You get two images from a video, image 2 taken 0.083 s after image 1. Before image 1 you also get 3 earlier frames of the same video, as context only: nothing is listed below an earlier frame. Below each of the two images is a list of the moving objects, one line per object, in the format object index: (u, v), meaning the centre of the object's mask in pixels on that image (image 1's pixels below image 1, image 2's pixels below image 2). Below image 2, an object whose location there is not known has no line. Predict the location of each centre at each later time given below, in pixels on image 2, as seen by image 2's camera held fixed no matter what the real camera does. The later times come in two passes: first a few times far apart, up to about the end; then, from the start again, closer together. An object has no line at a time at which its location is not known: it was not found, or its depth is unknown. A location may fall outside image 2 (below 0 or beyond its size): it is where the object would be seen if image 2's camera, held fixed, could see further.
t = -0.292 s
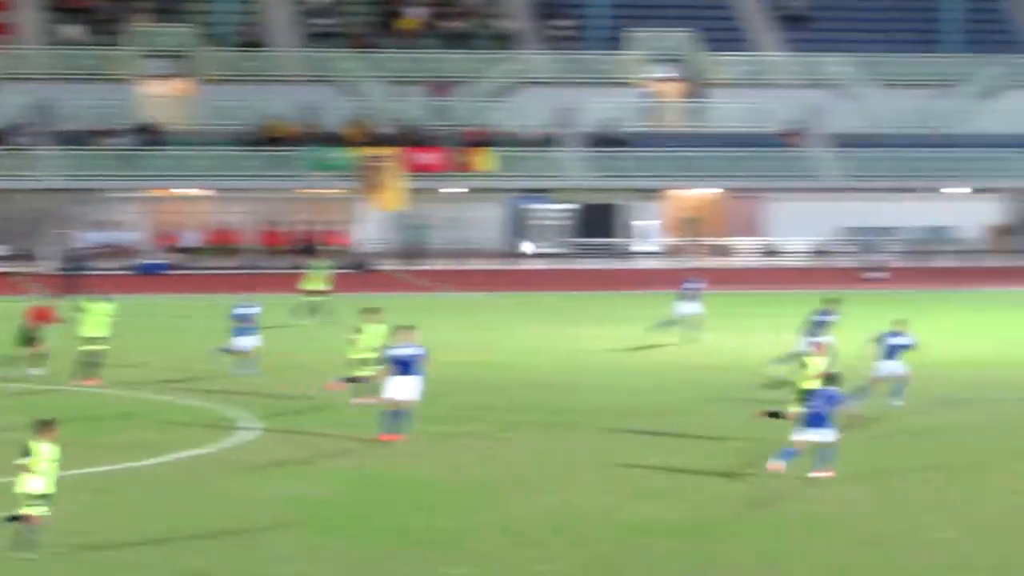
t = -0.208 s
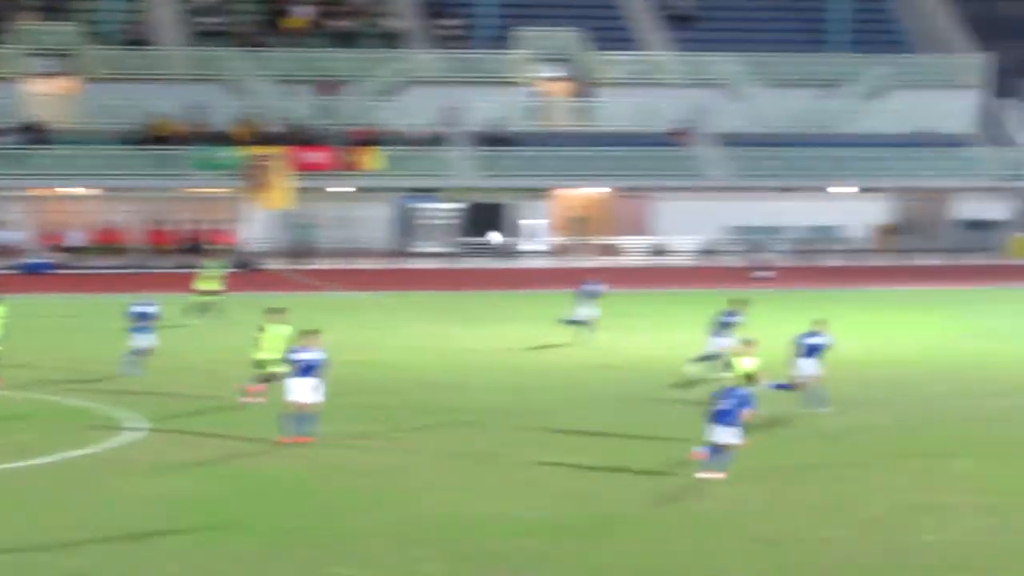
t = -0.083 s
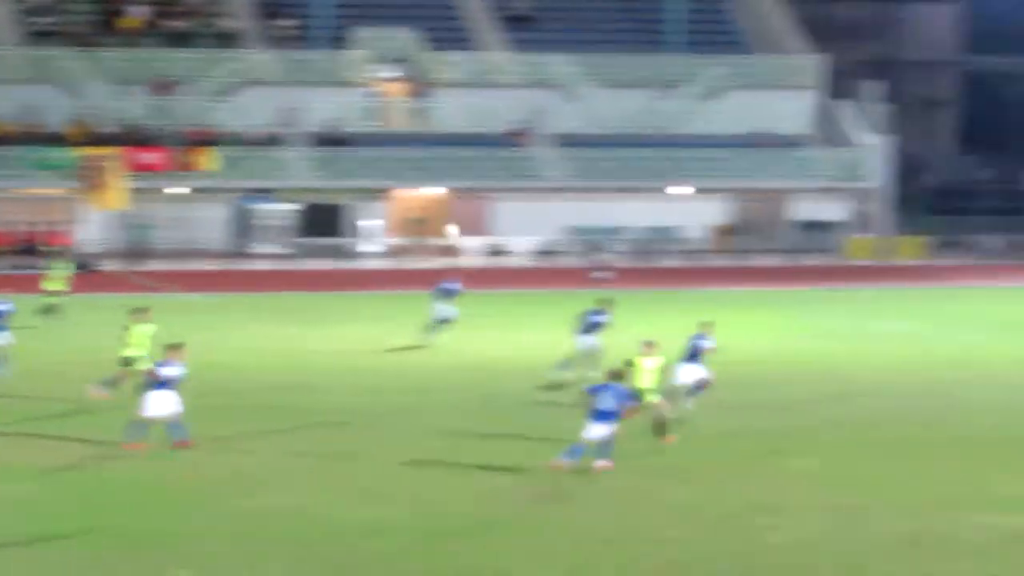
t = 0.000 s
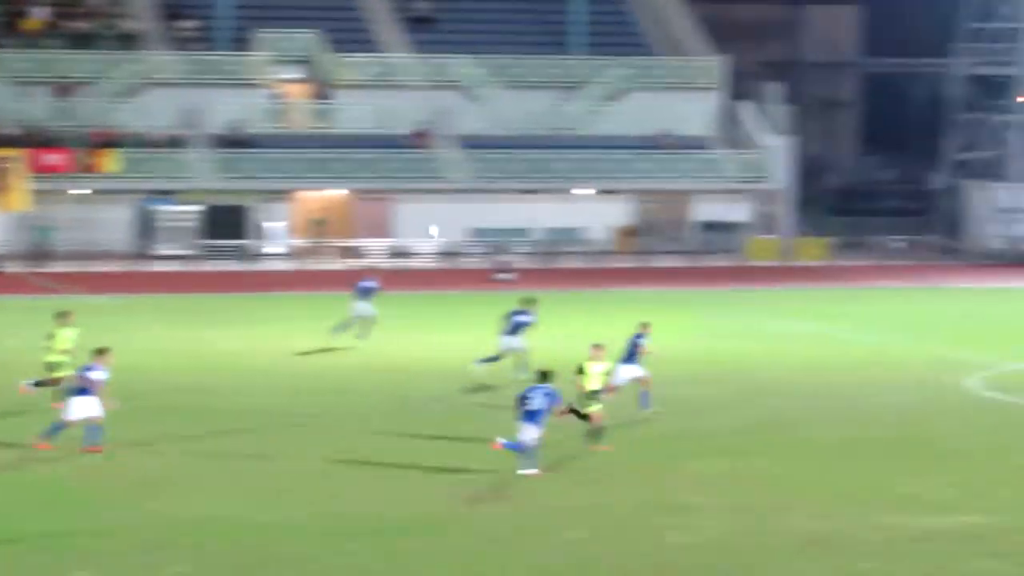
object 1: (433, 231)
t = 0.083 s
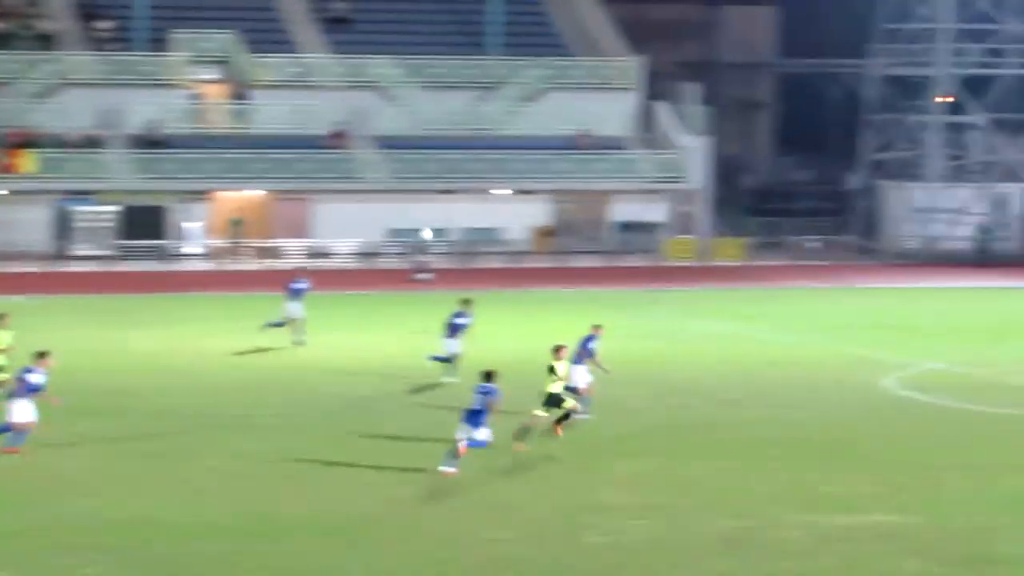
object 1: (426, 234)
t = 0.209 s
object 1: (538, 244)
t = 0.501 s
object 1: (787, 295)
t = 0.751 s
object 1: (996, 371)
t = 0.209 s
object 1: (538, 244)
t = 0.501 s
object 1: (787, 295)
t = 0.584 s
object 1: (857, 317)
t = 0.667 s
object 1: (926, 342)
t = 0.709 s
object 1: (961, 356)
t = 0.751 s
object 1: (996, 371)
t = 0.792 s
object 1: (1030, 385)
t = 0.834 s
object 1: (1062, 402)
